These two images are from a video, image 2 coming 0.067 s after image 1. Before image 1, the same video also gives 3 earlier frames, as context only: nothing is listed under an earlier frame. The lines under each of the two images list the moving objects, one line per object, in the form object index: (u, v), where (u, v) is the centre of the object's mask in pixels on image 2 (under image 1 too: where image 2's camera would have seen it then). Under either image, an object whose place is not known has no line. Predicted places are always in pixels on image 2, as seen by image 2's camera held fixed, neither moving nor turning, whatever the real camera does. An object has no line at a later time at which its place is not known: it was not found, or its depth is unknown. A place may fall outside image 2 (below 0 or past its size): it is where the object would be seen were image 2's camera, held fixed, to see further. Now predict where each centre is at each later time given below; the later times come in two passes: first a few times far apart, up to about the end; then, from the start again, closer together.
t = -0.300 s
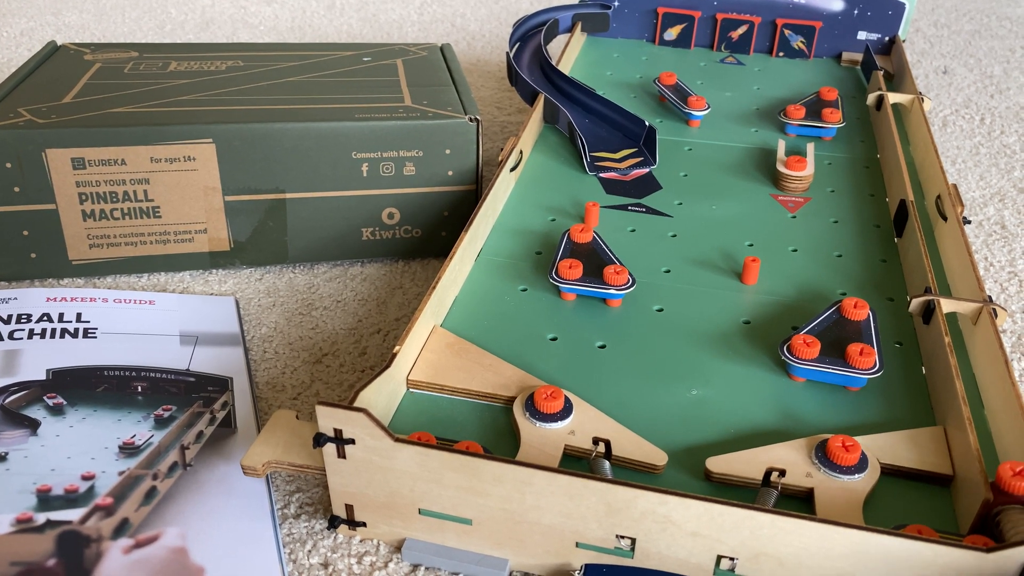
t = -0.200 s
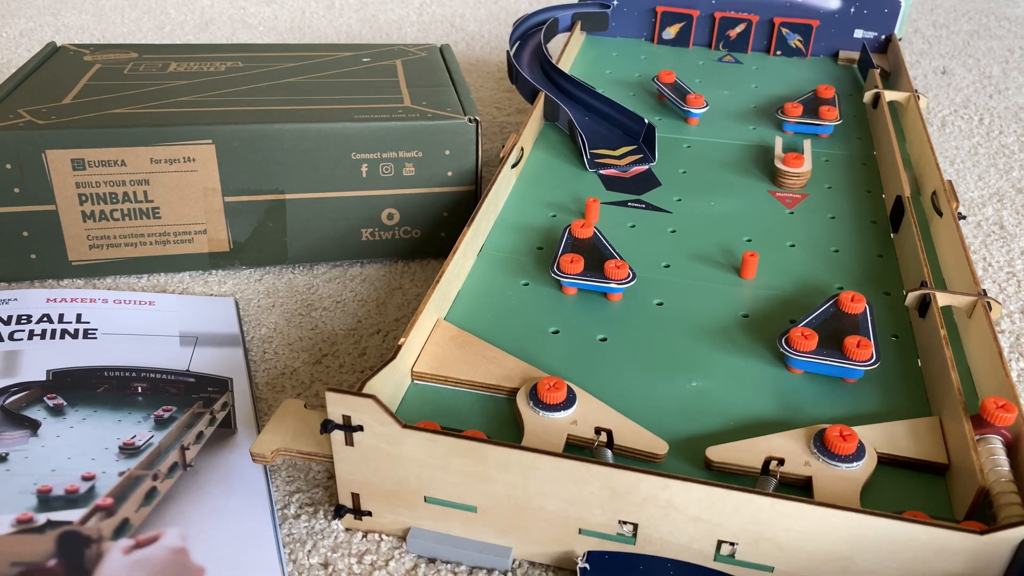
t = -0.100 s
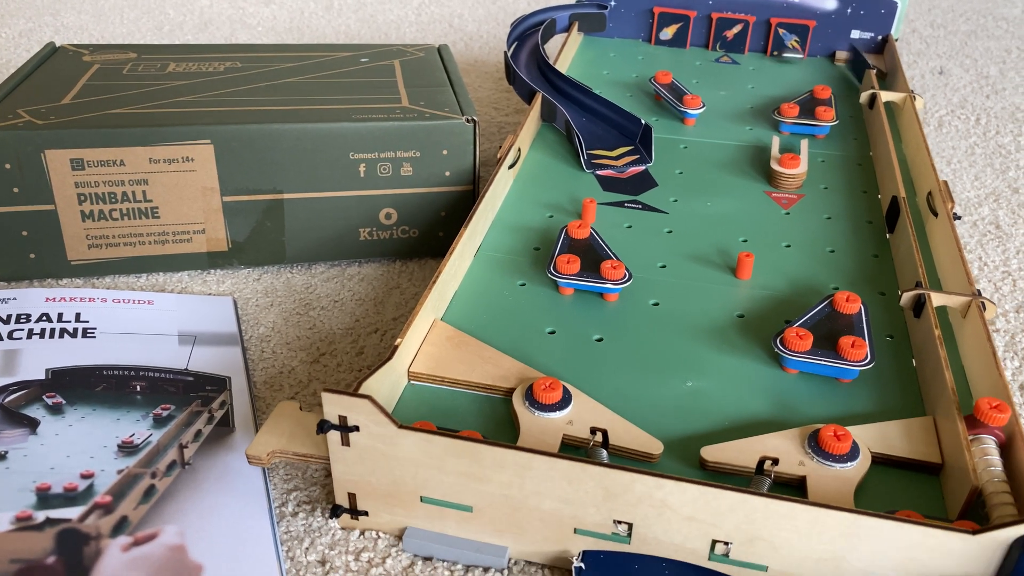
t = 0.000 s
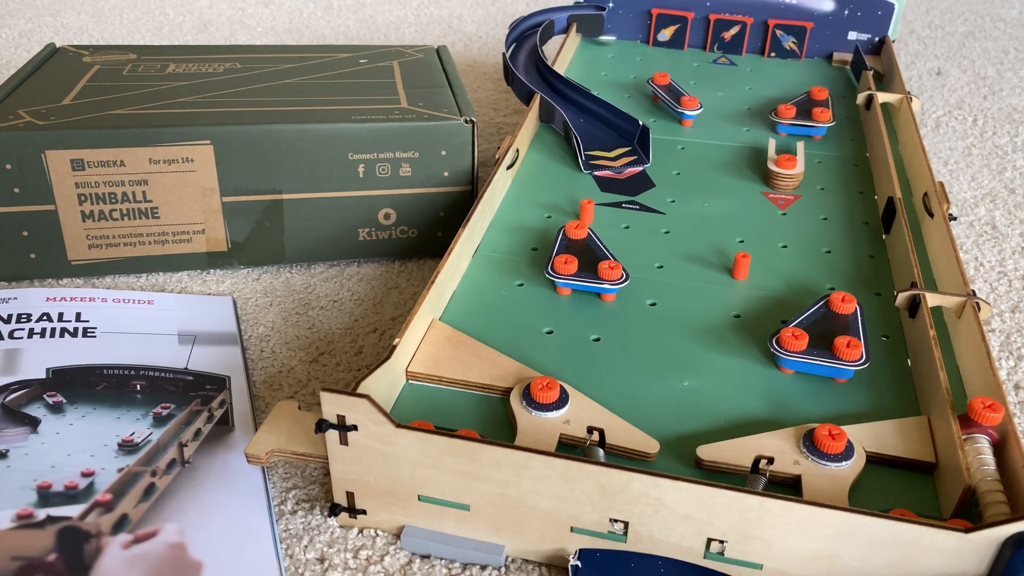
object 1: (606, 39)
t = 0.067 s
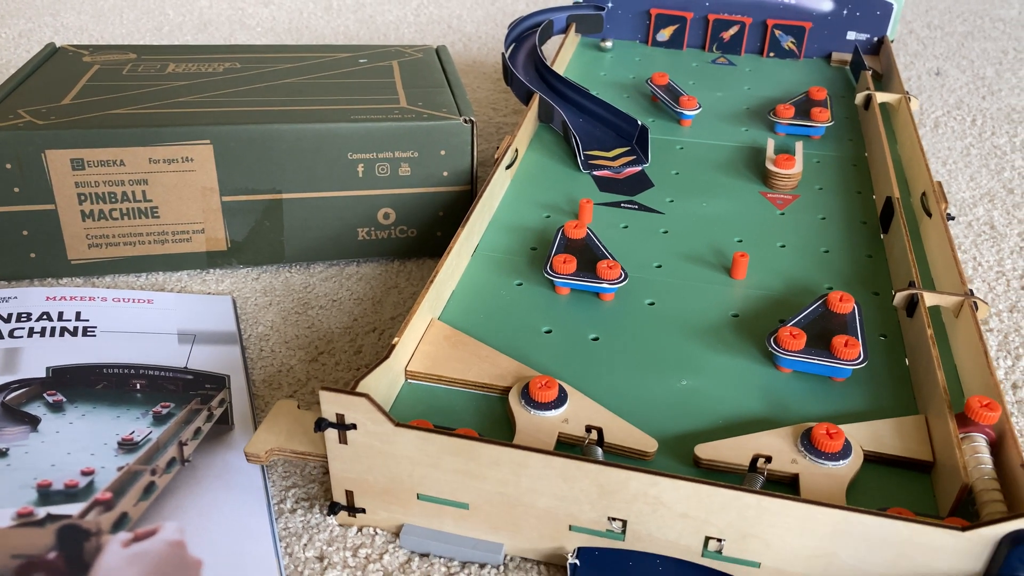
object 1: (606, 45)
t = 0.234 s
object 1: (644, 71)
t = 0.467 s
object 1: (680, 68)
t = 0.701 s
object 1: (708, 71)
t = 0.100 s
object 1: (617, 49)
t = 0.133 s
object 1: (626, 54)
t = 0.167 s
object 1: (634, 60)
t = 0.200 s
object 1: (640, 66)
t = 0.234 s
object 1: (644, 71)
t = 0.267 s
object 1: (646, 75)
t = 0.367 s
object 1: (667, 71)
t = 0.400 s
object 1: (671, 70)
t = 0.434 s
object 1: (675, 69)
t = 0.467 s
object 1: (680, 68)
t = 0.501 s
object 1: (684, 67)
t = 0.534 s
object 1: (689, 66)
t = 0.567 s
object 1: (693, 66)
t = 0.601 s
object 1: (697, 66)
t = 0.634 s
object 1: (701, 67)
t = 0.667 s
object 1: (704, 69)
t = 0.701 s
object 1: (708, 71)
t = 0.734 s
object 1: (711, 73)
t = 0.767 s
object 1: (714, 77)
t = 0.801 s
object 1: (718, 80)
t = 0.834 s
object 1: (721, 85)
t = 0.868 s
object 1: (724, 89)
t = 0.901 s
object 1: (727, 95)
